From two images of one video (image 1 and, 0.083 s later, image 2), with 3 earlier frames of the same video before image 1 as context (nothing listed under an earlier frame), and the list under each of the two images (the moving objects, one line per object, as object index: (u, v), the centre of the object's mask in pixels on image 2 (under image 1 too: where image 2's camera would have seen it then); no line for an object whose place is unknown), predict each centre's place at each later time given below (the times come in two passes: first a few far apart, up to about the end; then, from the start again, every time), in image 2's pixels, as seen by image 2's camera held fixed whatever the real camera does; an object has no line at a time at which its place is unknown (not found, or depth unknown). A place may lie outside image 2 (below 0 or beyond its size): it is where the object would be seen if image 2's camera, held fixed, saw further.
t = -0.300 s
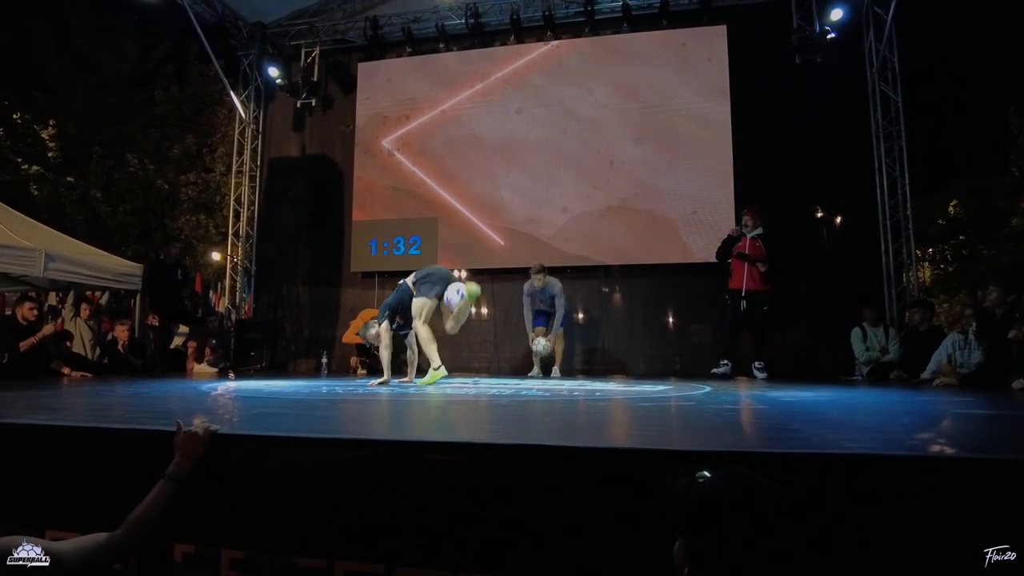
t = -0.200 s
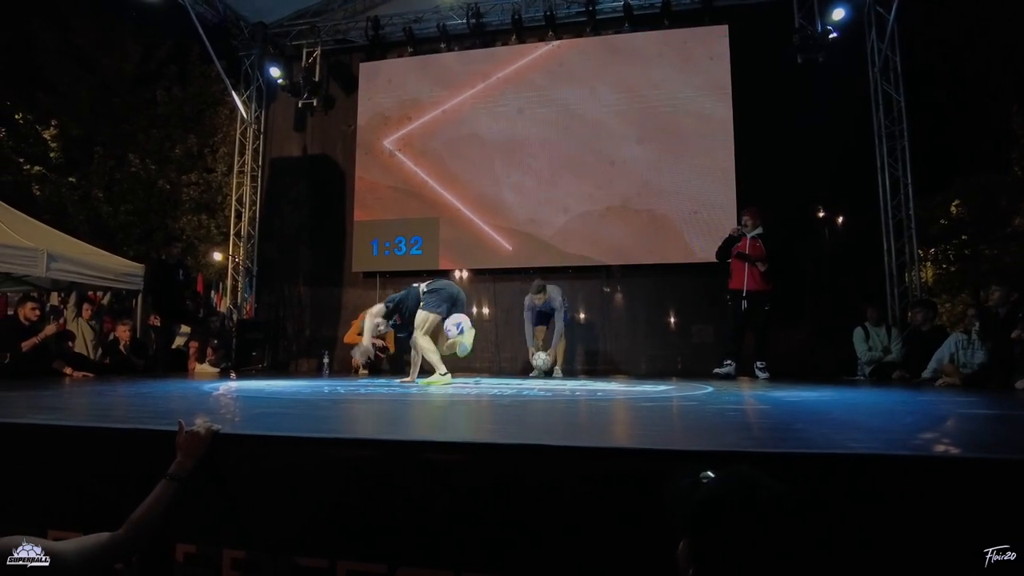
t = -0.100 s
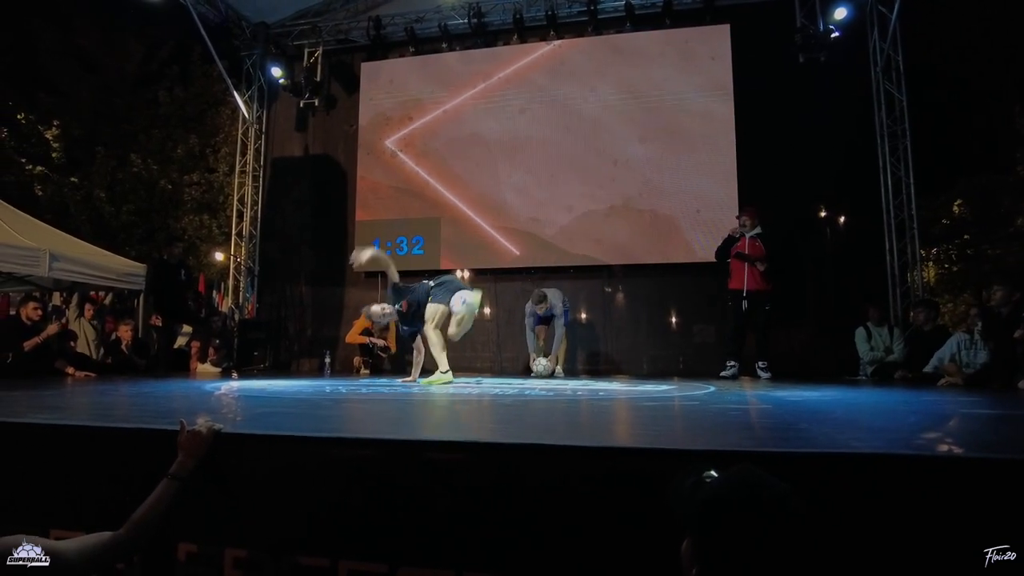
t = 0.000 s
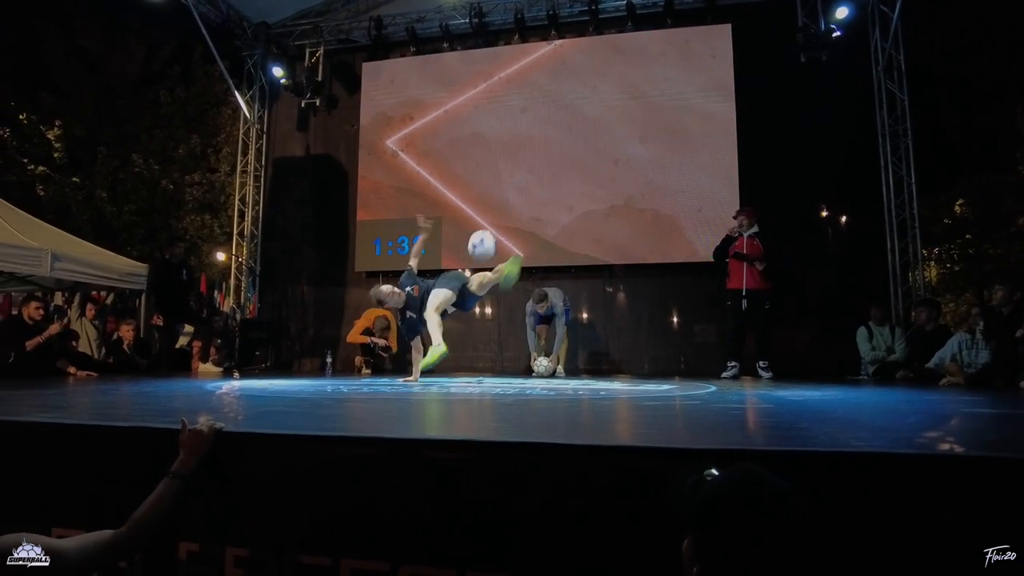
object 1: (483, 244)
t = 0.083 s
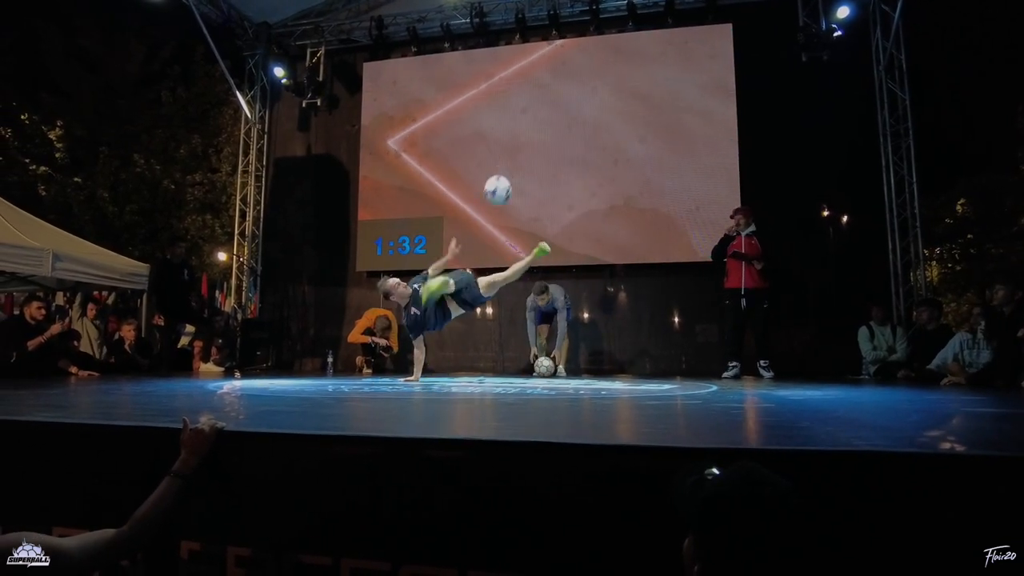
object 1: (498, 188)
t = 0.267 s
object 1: (526, 104)
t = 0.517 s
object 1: (561, 52)
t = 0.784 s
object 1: (595, 73)
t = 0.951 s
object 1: (616, 121)
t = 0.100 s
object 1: (500, 178)
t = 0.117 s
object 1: (503, 168)
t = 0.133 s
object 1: (505, 160)
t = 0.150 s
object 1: (508, 152)
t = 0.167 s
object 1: (511, 144)
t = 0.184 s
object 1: (514, 136)
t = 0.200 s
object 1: (516, 128)
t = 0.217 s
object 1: (518, 123)
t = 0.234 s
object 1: (521, 115)
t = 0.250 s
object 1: (525, 108)
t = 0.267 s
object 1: (526, 104)
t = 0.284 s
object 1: (529, 97)
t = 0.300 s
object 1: (531, 91)
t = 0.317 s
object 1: (533, 88)
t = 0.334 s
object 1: (536, 83)
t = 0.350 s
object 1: (538, 78)
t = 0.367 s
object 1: (540, 75)
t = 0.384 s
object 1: (544, 69)
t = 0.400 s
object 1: (545, 65)
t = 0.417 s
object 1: (548, 63)
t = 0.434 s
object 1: (550, 60)
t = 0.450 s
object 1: (553, 59)
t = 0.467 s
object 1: (554, 57)
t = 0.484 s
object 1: (556, 54)
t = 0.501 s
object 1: (559, 52)
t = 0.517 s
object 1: (561, 52)
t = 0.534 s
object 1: (564, 50)
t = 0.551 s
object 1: (566, 50)
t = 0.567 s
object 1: (567, 50)
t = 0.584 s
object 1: (569, 51)
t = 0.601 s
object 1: (572, 50)
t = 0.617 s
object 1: (573, 50)
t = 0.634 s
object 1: (576, 51)
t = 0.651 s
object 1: (578, 54)
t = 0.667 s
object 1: (580, 55)
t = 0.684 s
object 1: (582, 57)
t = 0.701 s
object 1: (585, 57)
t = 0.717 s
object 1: (587, 60)
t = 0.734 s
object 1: (589, 63)
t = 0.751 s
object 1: (591, 66)
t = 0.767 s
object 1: (593, 69)
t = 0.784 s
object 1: (595, 73)
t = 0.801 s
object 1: (598, 76)
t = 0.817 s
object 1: (599, 79)
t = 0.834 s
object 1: (601, 84)
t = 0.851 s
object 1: (603, 89)
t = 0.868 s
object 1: (605, 93)
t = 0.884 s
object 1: (607, 98)
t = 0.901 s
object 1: (610, 104)
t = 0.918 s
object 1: (611, 109)
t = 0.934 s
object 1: (613, 114)
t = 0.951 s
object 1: (616, 121)
